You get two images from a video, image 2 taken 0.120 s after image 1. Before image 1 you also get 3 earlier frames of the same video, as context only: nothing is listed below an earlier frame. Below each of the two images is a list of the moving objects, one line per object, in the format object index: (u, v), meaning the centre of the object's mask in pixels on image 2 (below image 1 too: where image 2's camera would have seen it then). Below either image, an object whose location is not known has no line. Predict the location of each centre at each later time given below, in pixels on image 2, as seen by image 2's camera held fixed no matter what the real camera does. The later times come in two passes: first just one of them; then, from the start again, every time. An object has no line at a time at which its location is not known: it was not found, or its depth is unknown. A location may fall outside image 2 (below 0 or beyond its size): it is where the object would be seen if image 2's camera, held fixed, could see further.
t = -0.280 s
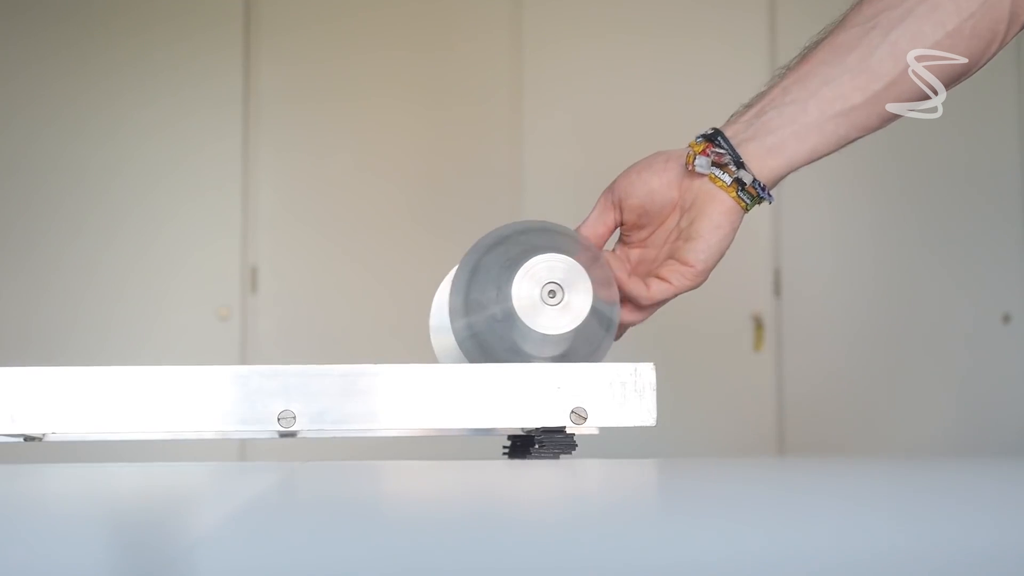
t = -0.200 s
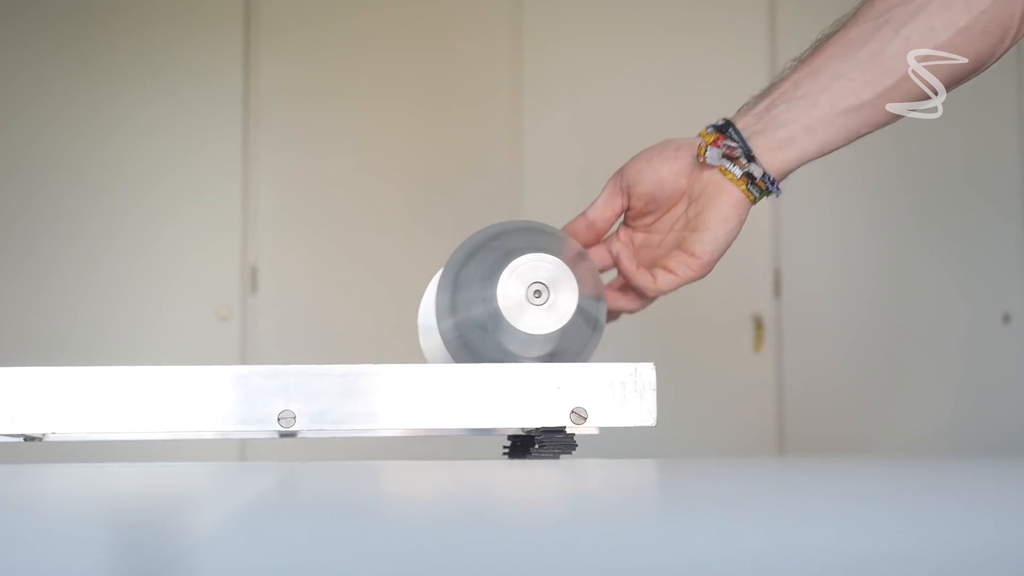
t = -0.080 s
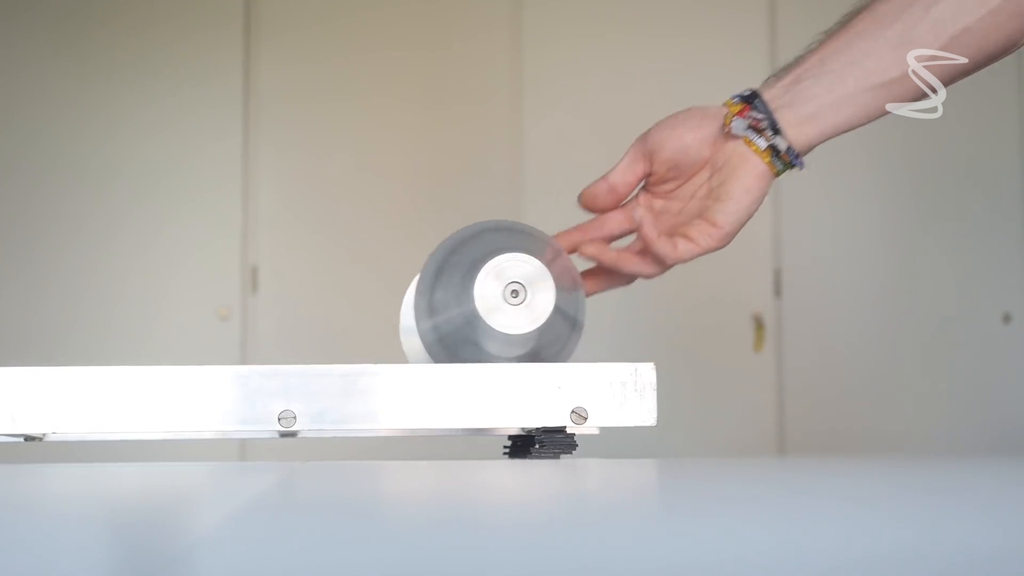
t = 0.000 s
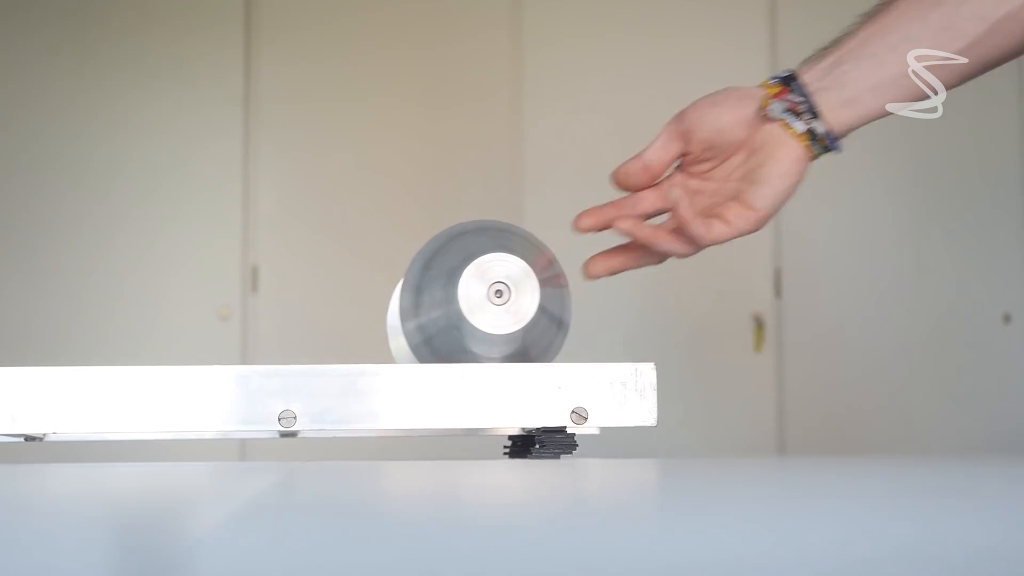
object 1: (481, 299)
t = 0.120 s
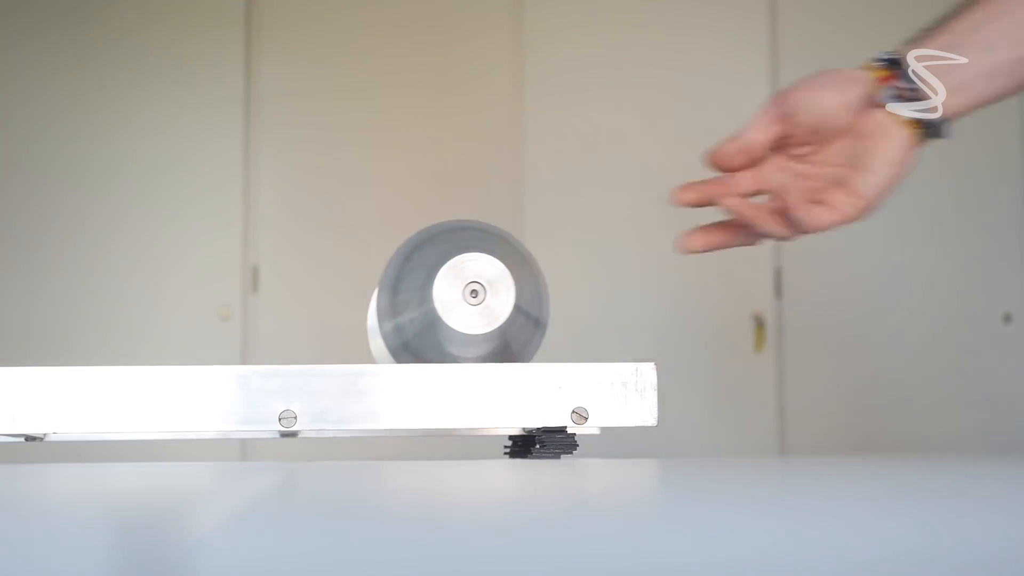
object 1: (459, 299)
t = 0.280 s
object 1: (431, 298)
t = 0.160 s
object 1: (452, 299)
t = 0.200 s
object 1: (444, 299)
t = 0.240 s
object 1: (437, 298)
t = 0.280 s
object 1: (431, 298)
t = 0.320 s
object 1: (424, 298)
